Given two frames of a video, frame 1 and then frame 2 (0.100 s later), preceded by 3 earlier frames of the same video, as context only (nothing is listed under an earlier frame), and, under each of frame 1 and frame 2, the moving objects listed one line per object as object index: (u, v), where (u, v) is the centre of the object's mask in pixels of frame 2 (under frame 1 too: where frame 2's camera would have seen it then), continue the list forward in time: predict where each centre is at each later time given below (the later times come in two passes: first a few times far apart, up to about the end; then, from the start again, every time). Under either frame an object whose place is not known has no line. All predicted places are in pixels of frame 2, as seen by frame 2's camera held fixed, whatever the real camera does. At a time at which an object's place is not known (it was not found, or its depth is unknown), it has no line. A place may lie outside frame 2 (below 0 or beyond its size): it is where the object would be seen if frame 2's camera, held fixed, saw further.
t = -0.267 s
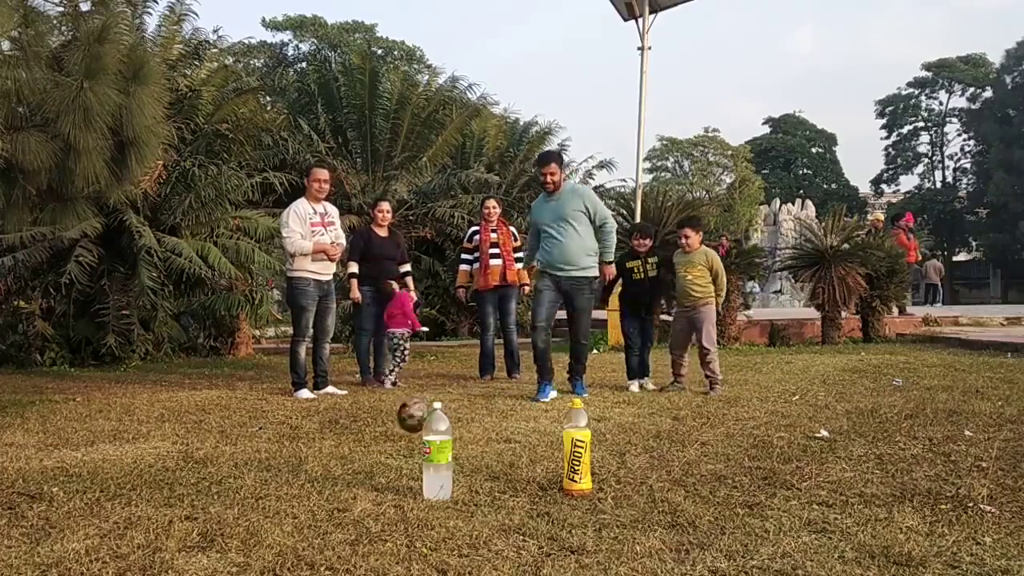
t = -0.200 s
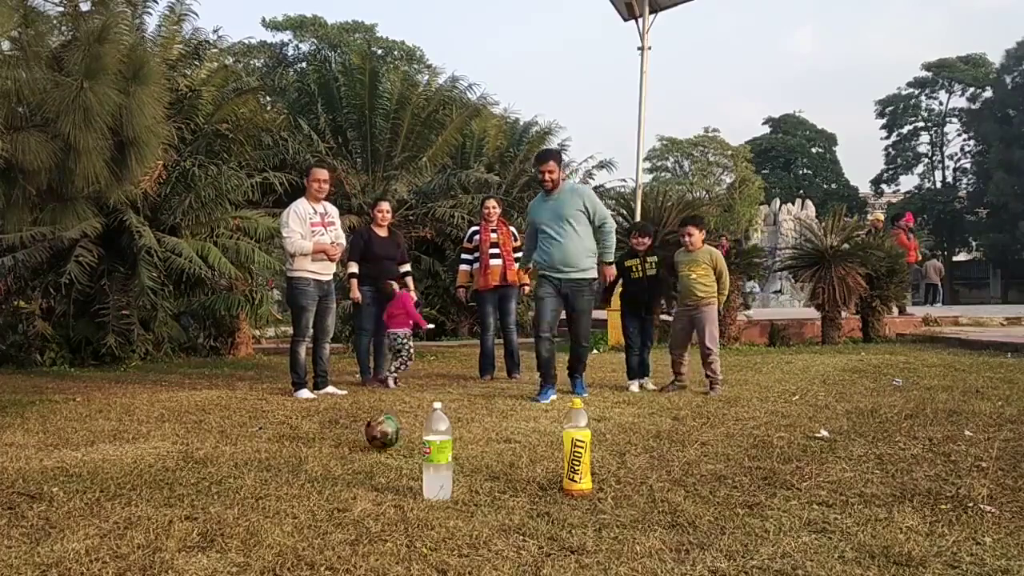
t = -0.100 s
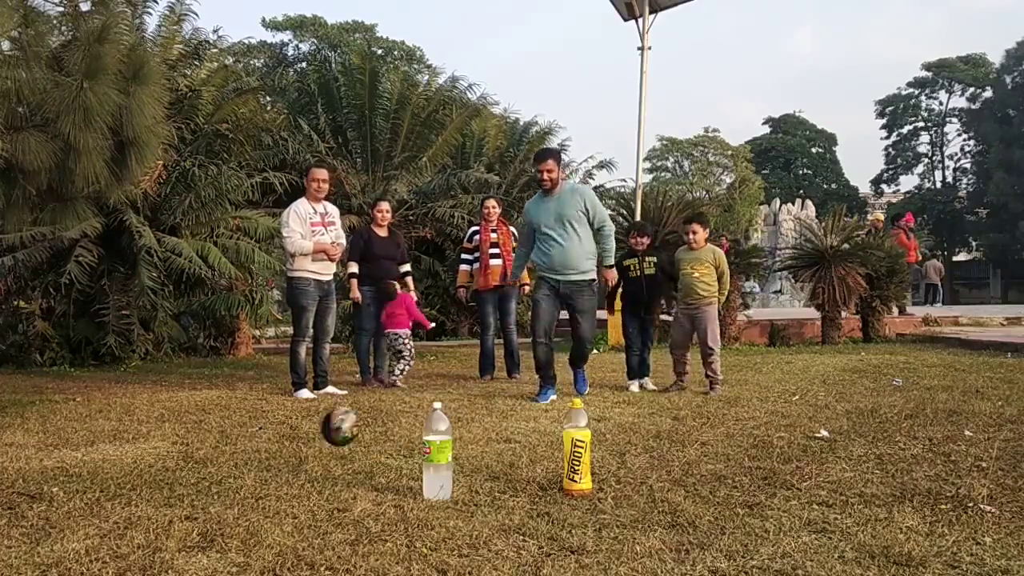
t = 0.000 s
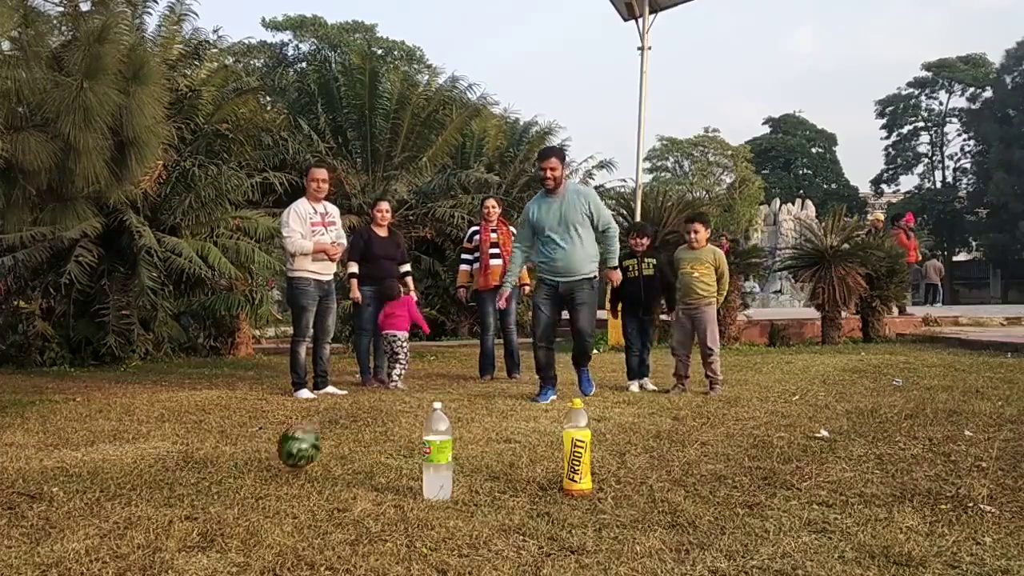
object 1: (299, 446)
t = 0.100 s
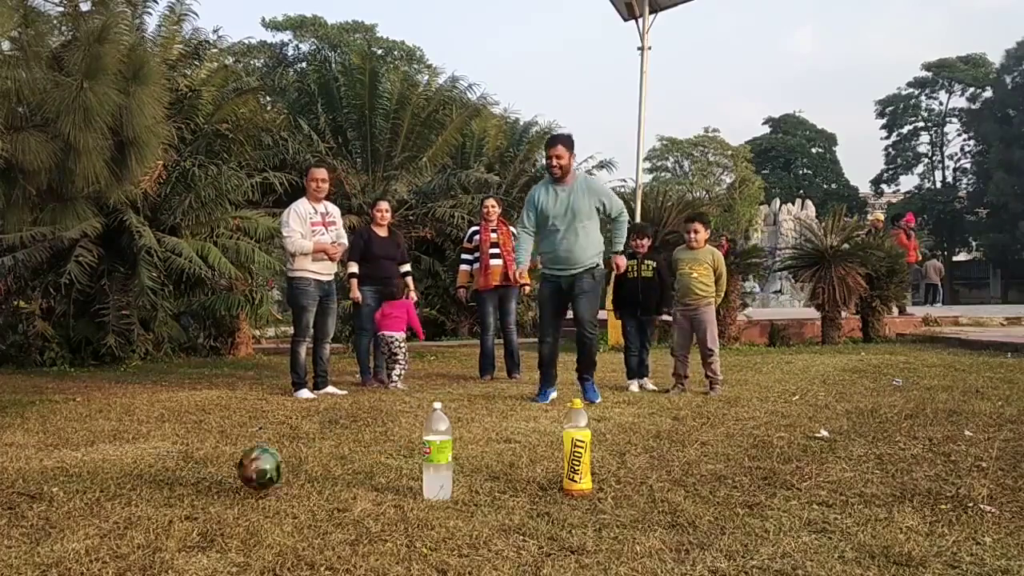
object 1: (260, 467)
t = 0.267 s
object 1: (207, 475)
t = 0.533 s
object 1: (119, 511)
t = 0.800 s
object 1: (33, 549)
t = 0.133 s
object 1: (249, 464)
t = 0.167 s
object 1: (239, 462)
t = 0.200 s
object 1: (228, 465)
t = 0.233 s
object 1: (218, 469)
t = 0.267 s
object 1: (207, 475)
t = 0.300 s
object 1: (195, 486)
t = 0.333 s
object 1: (184, 500)
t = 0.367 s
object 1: (174, 499)
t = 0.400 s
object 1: (163, 497)
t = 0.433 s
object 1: (153, 496)
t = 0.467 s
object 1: (141, 497)
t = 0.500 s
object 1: (130, 502)
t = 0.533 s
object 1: (119, 511)
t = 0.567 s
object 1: (108, 523)
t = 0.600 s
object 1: (97, 531)
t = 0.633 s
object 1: (86, 530)
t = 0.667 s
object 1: (74, 533)
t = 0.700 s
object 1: (66, 537)
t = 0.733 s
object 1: (53, 545)
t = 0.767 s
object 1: (43, 550)
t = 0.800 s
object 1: (33, 549)
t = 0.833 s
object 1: (27, 550)
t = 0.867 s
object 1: (21, 551)
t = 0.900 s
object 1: (16, 555)
